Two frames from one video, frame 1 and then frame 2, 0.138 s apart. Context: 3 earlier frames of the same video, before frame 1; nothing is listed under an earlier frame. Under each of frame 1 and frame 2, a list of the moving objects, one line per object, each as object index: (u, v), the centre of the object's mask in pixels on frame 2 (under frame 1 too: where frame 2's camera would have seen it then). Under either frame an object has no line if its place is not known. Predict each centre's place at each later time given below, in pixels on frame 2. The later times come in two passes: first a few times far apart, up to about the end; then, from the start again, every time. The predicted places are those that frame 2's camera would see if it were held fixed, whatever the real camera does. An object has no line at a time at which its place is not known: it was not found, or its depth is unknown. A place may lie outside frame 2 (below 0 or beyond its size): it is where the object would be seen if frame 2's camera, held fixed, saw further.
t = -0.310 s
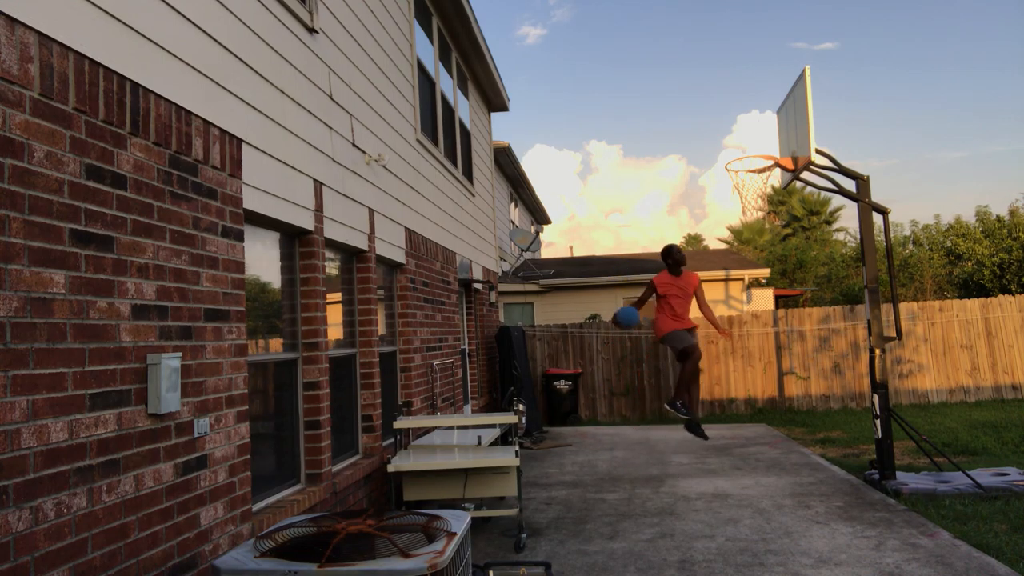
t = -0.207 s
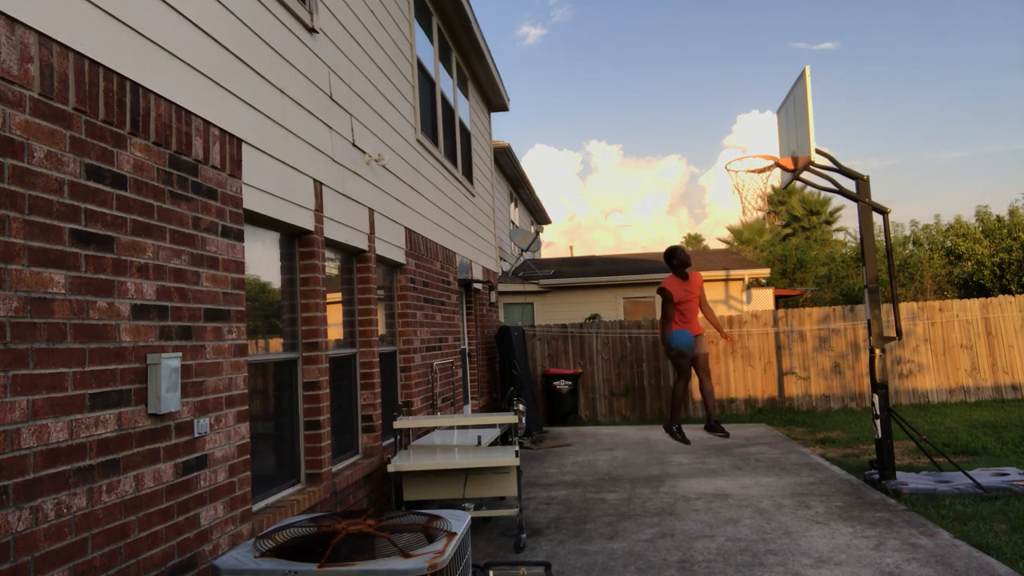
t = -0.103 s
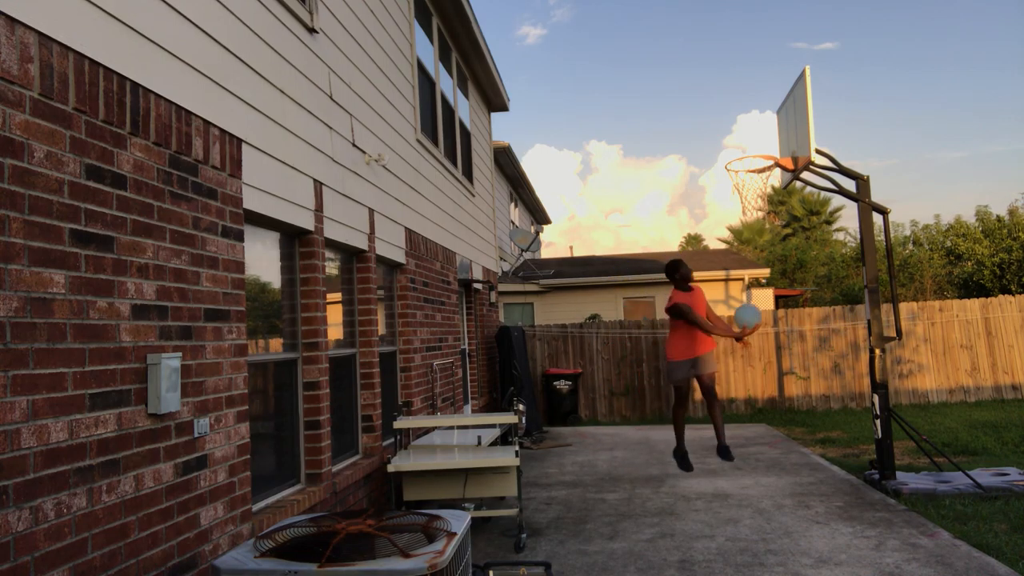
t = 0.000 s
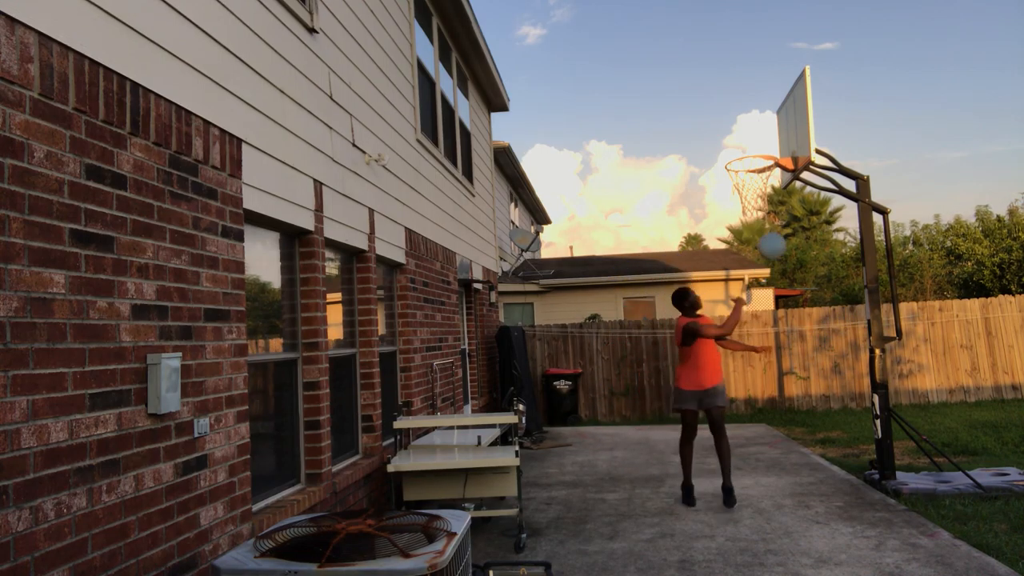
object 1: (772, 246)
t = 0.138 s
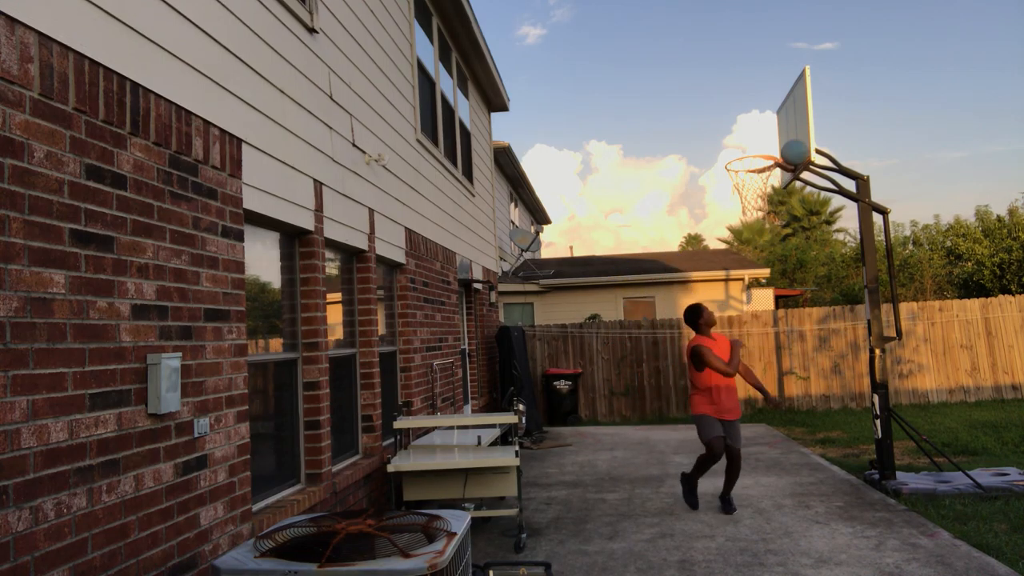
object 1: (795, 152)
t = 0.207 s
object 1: (790, 127)
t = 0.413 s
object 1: (773, 86)
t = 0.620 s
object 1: (759, 91)
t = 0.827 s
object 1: (749, 136)
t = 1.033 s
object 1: (744, 212)
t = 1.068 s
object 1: (744, 225)
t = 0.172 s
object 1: (793, 139)
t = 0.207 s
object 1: (790, 127)
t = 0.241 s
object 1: (787, 117)
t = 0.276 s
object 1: (784, 108)
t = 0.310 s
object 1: (781, 101)
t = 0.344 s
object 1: (778, 95)
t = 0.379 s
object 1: (775, 90)
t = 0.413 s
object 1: (773, 86)
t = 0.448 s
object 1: (770, 84)
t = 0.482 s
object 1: (768, 84)
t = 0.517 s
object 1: (766, 83)
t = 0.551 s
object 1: (763, 85)
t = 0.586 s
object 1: (762, 87)
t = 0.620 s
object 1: (759, 91)
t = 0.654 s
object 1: (757, 96)
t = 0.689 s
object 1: (755, 101)
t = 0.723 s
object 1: (754, 108)
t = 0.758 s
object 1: (752, 116)
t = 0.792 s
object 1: (751, 125)
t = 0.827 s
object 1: (749, 136)
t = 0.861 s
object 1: (747, 146)
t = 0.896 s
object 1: (746, 158)
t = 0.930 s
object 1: (745, 171)
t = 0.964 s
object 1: (744, 186)
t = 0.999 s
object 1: (743, 199)
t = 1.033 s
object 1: (744, 212)
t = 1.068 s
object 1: (744, 225)
